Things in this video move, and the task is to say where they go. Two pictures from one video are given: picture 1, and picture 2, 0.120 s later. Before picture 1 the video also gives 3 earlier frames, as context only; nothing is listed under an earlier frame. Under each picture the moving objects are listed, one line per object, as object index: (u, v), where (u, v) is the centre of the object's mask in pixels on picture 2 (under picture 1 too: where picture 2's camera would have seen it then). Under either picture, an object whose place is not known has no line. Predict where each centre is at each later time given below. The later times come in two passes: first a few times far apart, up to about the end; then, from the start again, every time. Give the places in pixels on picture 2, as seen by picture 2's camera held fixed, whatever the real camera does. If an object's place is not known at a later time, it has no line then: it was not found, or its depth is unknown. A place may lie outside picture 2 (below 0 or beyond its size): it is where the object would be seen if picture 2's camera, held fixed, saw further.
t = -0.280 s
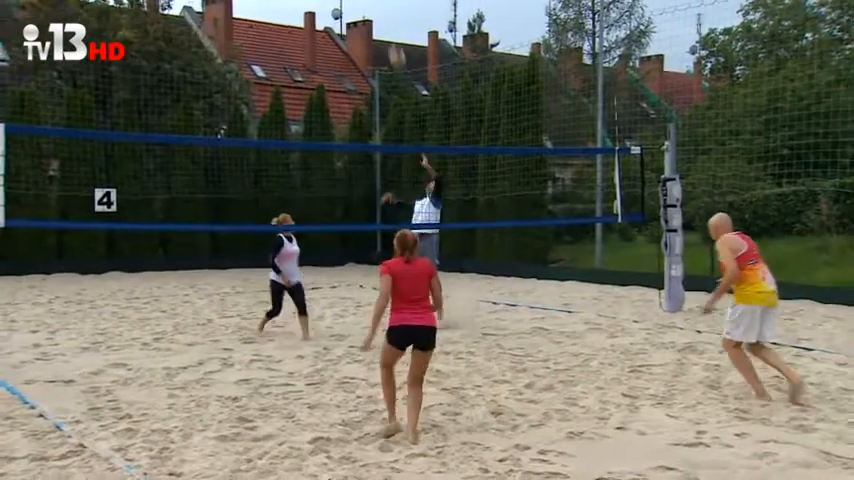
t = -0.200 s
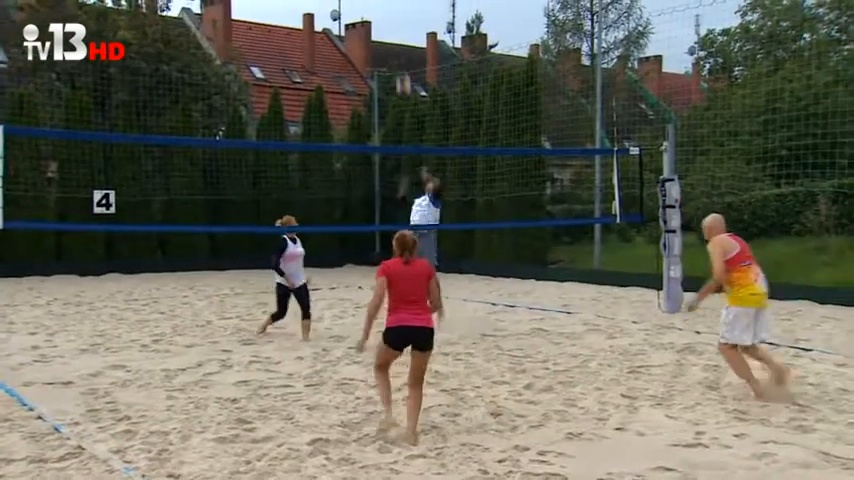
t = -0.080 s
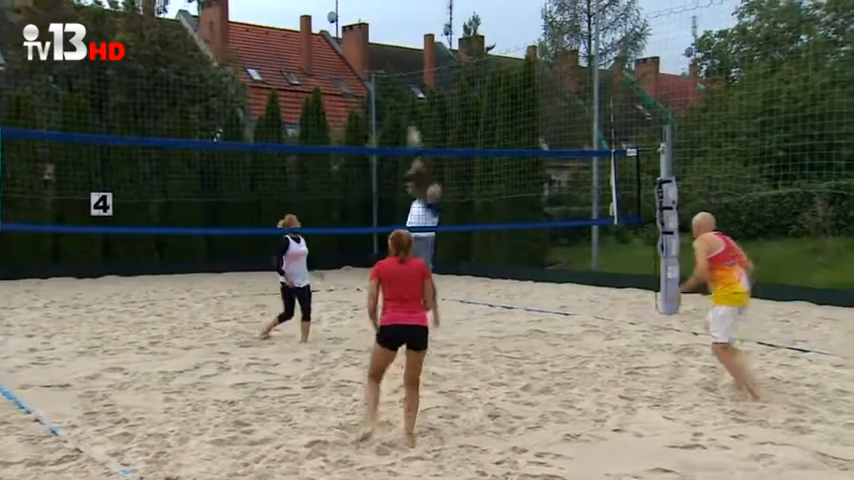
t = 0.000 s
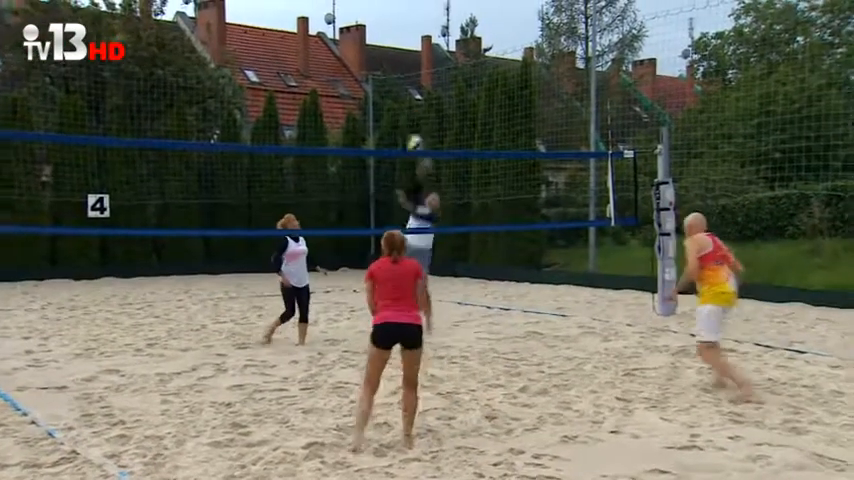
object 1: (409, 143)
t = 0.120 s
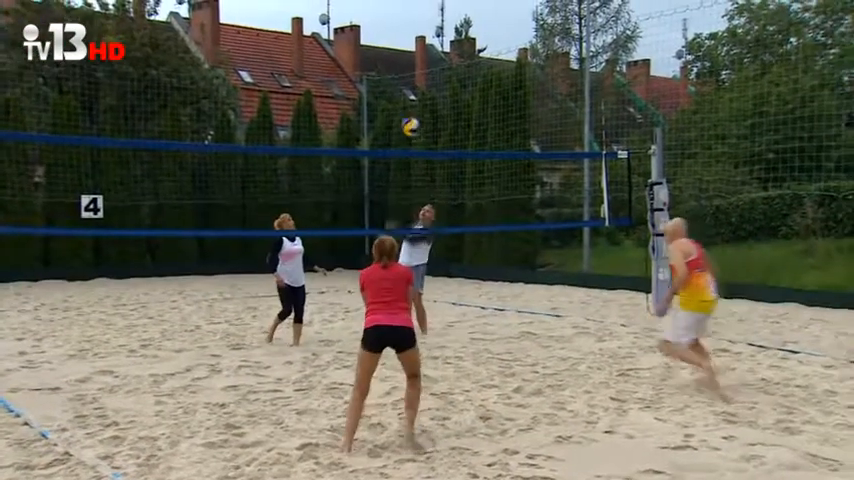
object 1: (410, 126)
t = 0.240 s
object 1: (412, 120)
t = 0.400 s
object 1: (416, 133)
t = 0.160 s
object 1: (409, 122)
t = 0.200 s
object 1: (411, 121)
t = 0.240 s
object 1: (412, 120)
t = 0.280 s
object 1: (413, 120)
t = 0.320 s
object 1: (415, 122)
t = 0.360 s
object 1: (416, 126)
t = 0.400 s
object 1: (416, 133)
